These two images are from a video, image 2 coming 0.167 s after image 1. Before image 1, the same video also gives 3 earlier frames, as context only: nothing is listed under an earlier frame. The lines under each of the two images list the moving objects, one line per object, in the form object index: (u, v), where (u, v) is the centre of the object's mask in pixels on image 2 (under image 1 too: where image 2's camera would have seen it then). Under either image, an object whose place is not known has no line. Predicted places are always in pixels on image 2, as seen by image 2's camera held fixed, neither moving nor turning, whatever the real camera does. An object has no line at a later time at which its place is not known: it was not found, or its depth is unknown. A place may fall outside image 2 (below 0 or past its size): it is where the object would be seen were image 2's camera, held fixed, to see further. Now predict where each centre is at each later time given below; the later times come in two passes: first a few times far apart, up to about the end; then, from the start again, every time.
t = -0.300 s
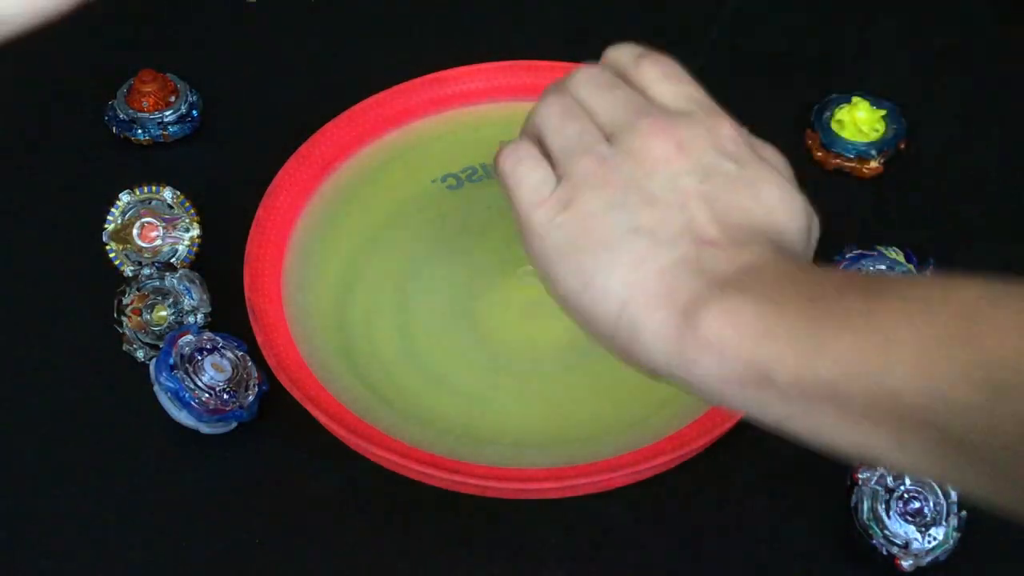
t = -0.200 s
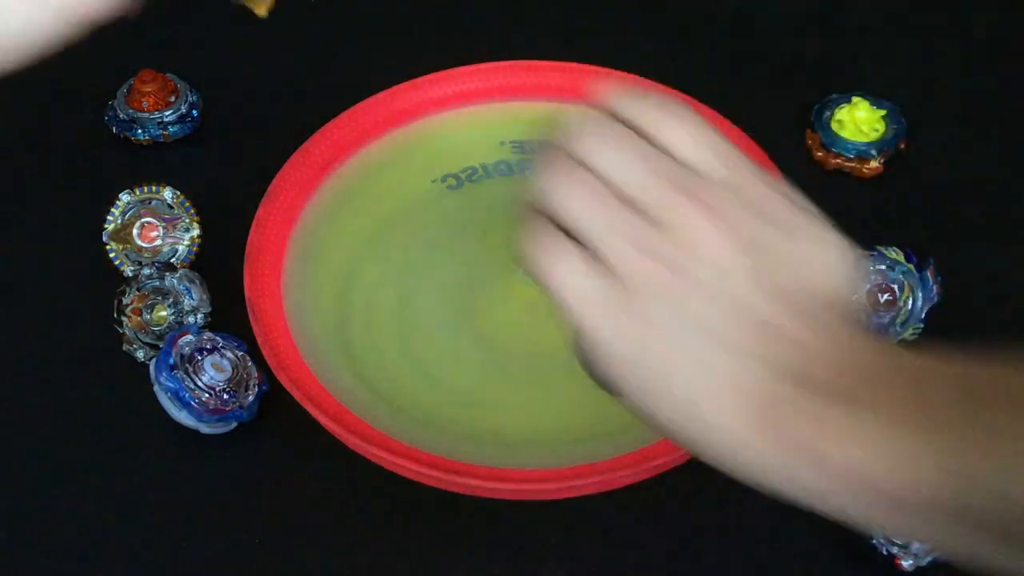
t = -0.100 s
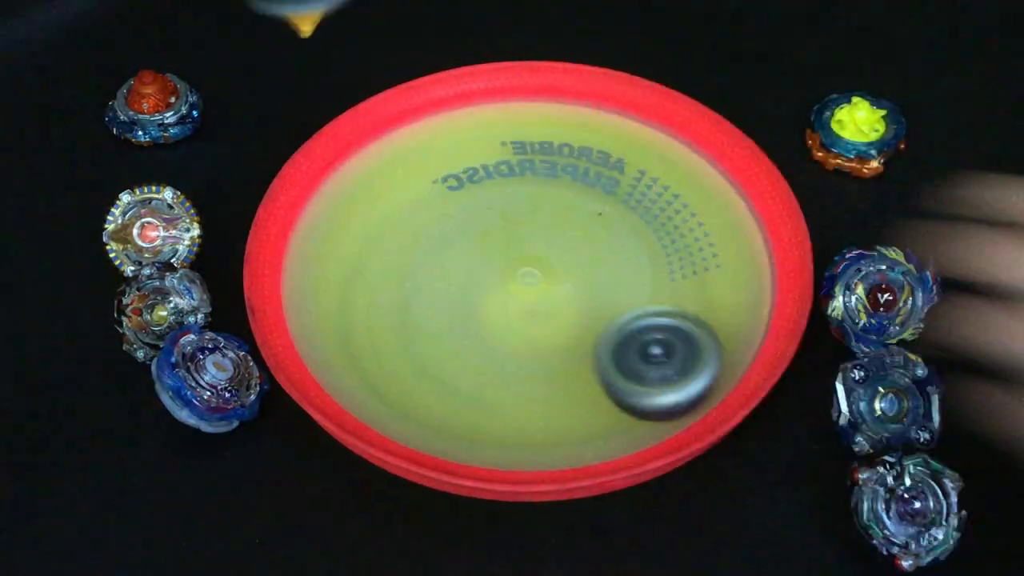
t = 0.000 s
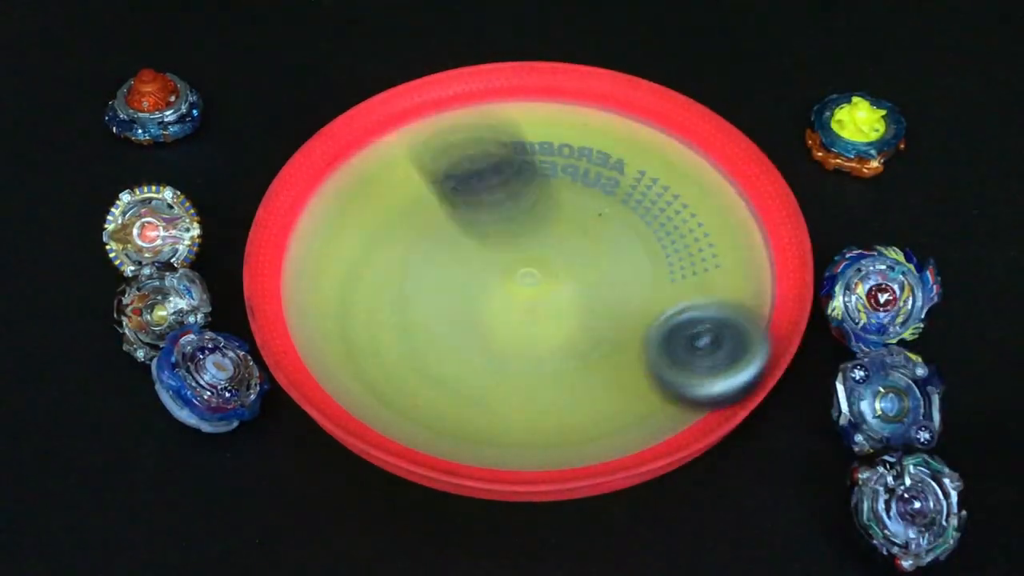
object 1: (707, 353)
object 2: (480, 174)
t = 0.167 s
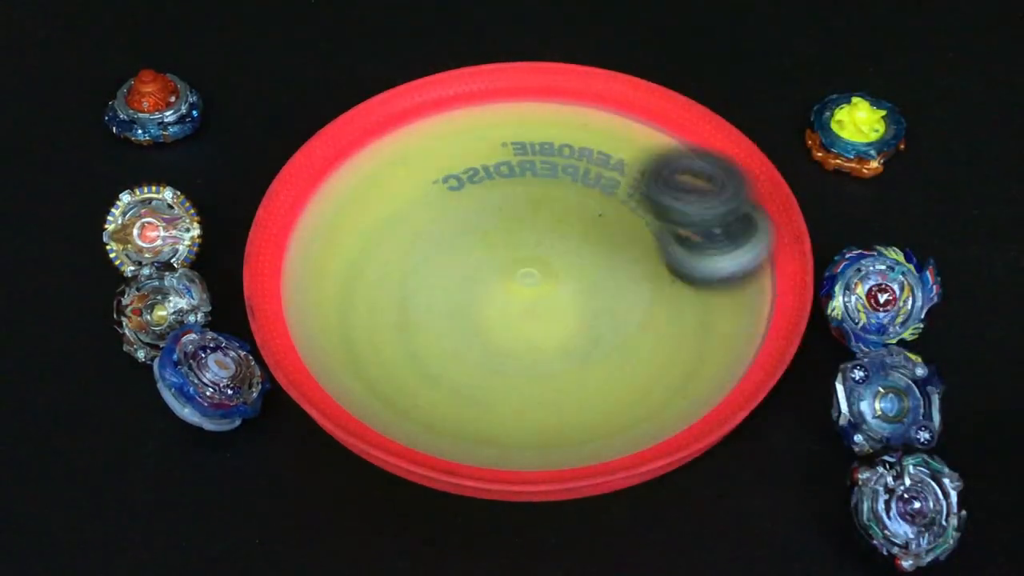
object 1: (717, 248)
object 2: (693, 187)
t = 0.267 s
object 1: (634, 201)
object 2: (775, 248)
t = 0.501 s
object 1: (396, 255)
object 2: (655, 146)
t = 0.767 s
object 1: (665, 405)
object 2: (336, 120)
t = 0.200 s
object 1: (678, 251)
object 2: (716, 212)
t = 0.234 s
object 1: (665, 210)
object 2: (765, 257)
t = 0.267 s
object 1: (634, 201)
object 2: (775, 248)
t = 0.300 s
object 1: (600, 200)
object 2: (776, 237)
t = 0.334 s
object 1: (567, 199)
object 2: (774, 237)
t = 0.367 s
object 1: (532, 201)
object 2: (761, 222)
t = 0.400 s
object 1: (496, 208)
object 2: (742, 208)
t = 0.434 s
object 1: (463, 220)
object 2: (717, 188)
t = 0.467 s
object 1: (430, 235)
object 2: (688, 167)
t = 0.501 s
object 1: (396, 255)
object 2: (655, 146)
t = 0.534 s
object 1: (364, 280)
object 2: (617, 127)
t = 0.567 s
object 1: (340, 307)
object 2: (577, 111)
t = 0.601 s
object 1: (324, 334)
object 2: (535, 98)
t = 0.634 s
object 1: (327, 360)
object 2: (493, 89)
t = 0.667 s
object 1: (371, 393)
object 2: (450, 86)
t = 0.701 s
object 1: (471, 427)
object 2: (408, 90)
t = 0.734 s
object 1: (582, 428)
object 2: (369, 101)
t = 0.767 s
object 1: (665, 405)
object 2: (336, 120)
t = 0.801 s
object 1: (734, 355)
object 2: (308, 145)
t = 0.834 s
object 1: (774, 290)
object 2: (286, 180)
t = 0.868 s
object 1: (774, 206)
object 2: (272, 221)
